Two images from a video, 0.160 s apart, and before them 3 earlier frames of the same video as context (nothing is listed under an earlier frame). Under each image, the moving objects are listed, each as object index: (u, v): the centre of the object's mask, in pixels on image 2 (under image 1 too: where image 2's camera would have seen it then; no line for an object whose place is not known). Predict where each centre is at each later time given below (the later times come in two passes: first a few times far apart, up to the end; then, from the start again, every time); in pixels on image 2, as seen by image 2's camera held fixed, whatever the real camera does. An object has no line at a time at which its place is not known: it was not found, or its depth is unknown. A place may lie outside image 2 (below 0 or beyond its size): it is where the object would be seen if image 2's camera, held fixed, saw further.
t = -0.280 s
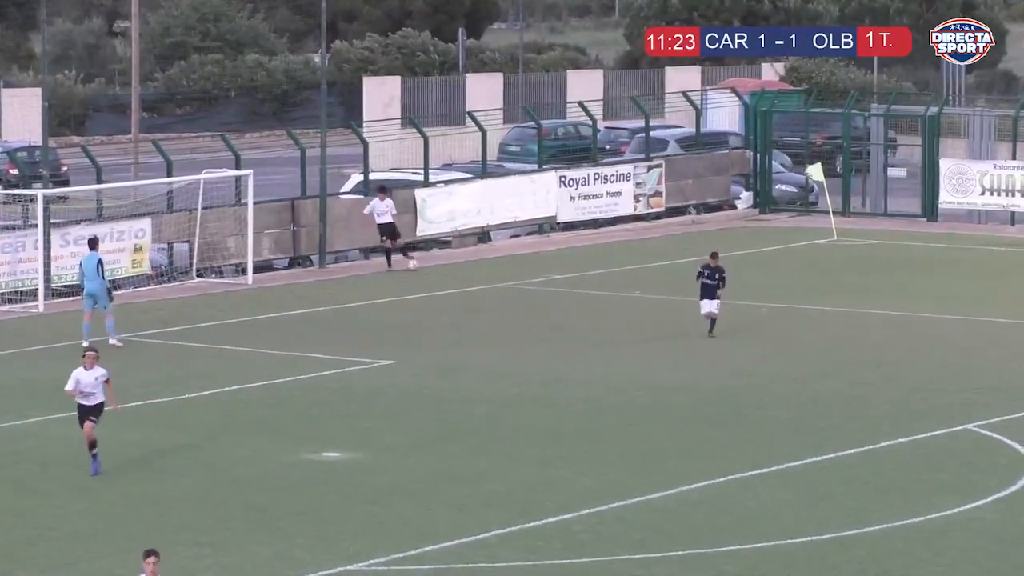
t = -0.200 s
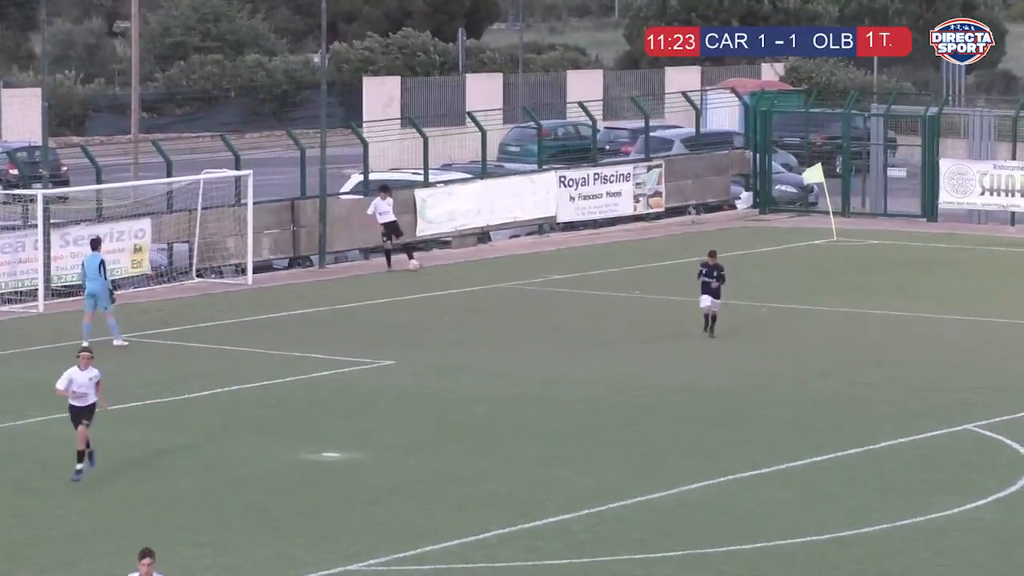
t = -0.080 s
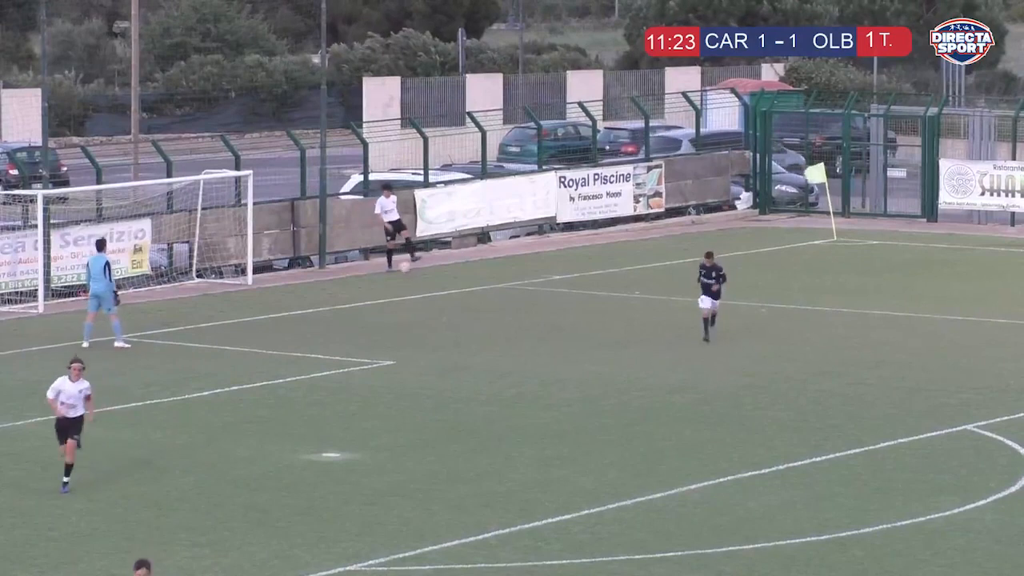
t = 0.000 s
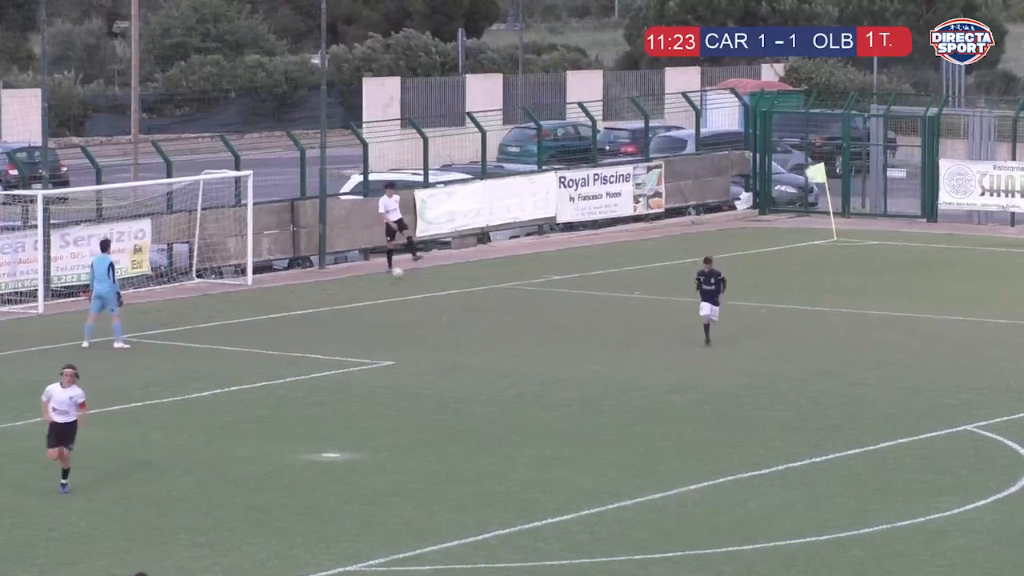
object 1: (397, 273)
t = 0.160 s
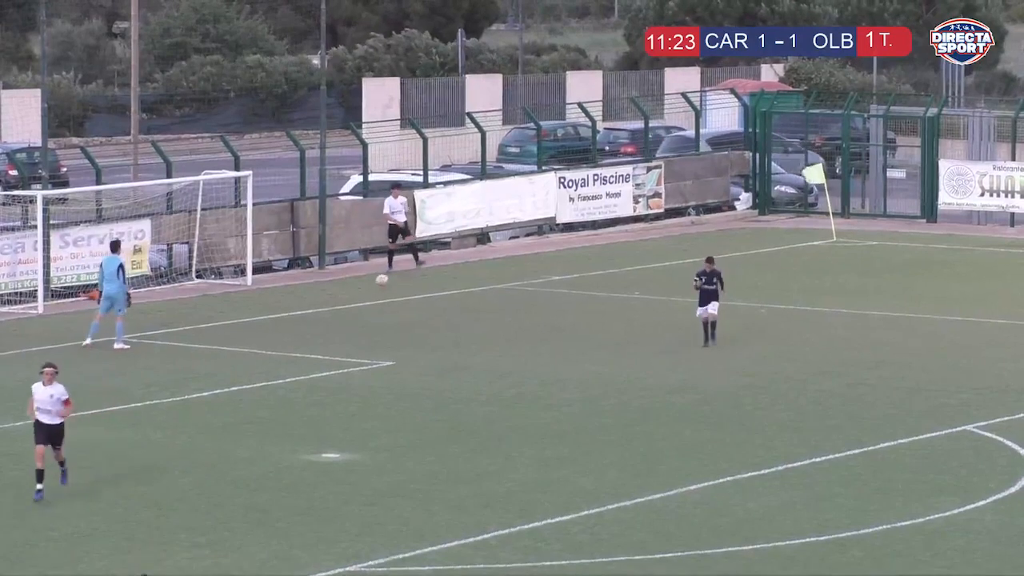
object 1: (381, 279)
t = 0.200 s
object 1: (378, 281)
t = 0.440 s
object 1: (355, 287)
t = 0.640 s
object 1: (336, 300)
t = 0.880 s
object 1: (314, 306)
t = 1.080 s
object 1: (297, 312)
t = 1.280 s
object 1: (279, 320)
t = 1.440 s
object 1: (265, 322)
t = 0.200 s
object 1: (378, 281)
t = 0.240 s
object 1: (374, 283)
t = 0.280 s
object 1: (370, 286)
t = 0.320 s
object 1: (365, 289)
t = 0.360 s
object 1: (362, 288)
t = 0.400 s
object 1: (358, 287)
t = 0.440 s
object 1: (355, 287)
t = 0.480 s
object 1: (351, 288)
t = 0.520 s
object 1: (348, 290)
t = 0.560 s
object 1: (344, 292)
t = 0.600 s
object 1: (340, 296)
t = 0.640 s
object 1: (336, 300)
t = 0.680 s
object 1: (332, 300)
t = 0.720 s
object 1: (328, 299)
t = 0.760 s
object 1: (325, 300)
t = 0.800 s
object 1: (321, 303)
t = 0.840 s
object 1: (317, 306)
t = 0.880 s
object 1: (314, 306)
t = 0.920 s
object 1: (310, 306)
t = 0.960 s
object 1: (307, 306)
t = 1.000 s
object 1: (304, 307)
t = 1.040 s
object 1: (300, 309)
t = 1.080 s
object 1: (297, 312)
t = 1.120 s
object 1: (293, 315)
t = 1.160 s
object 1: (290, 315)
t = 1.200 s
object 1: (287, 315)
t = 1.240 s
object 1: (283, 316)
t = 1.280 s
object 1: (279, 320)
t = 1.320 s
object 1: (276, 321)
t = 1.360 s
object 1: (272, 320)
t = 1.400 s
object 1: (268, 320)
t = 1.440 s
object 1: (265, 322)
